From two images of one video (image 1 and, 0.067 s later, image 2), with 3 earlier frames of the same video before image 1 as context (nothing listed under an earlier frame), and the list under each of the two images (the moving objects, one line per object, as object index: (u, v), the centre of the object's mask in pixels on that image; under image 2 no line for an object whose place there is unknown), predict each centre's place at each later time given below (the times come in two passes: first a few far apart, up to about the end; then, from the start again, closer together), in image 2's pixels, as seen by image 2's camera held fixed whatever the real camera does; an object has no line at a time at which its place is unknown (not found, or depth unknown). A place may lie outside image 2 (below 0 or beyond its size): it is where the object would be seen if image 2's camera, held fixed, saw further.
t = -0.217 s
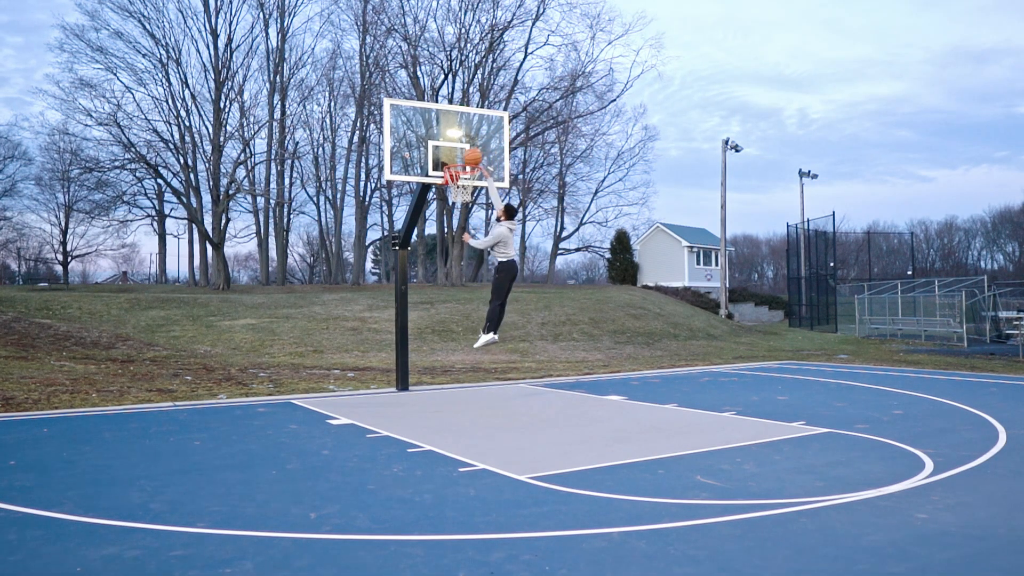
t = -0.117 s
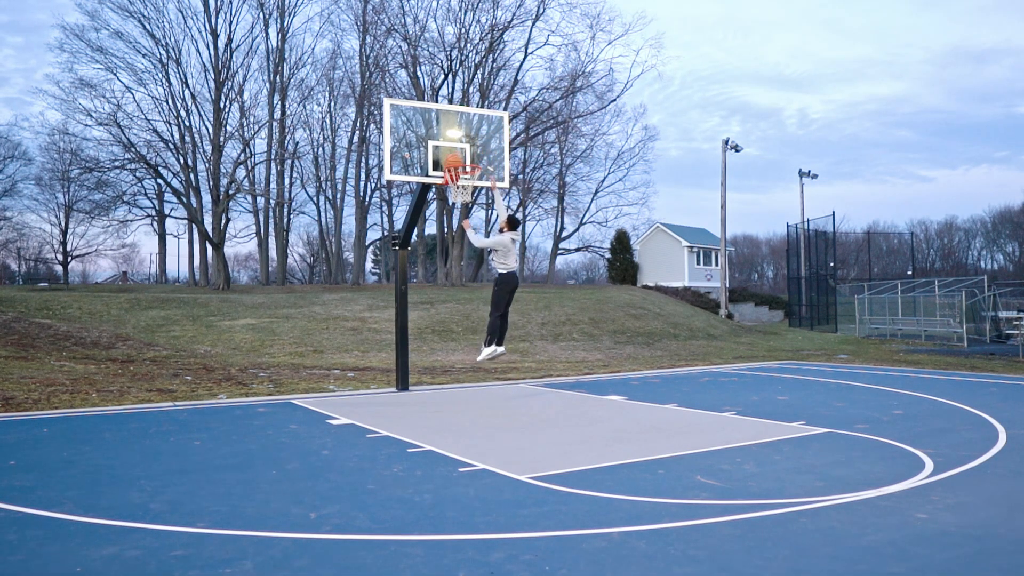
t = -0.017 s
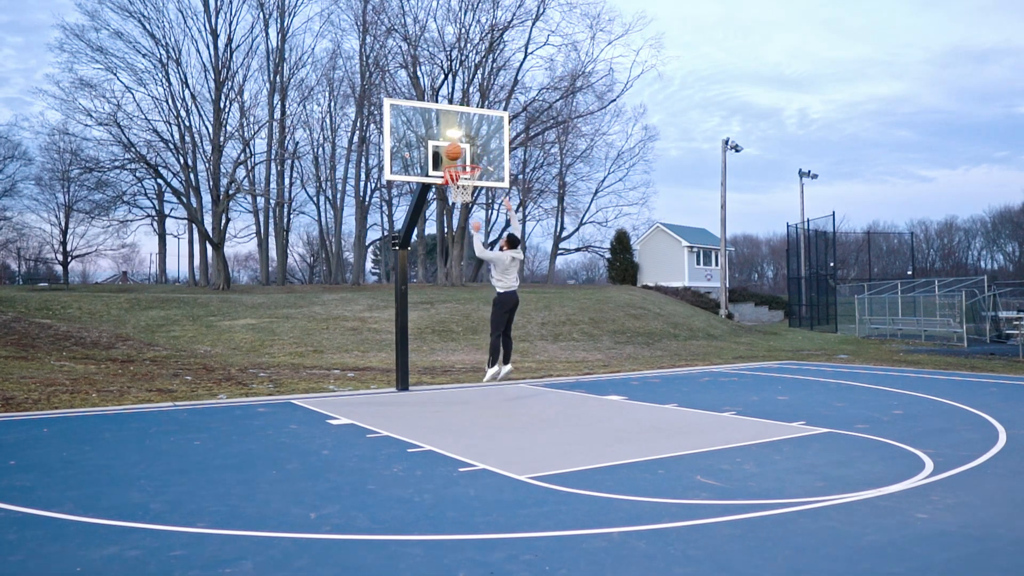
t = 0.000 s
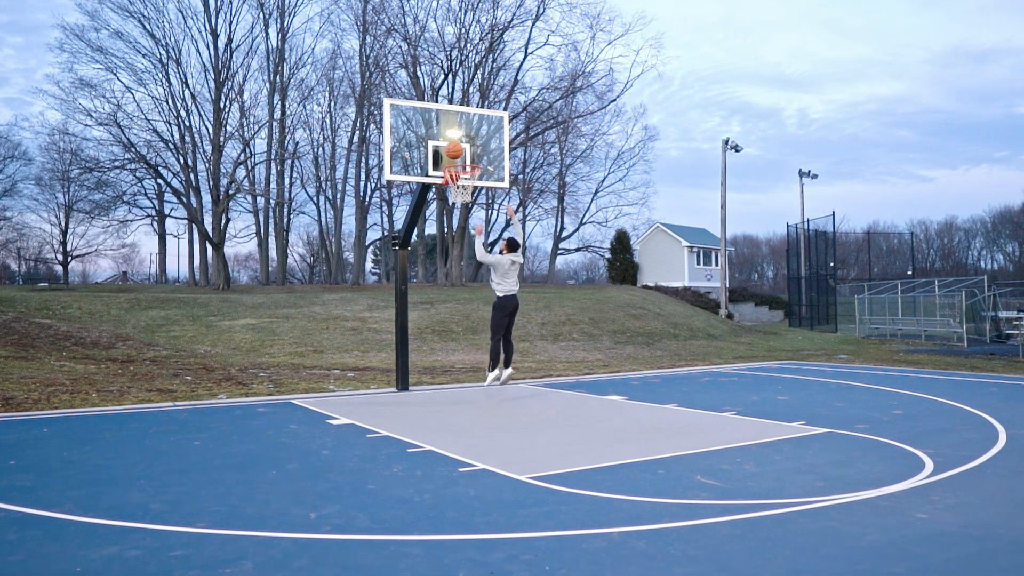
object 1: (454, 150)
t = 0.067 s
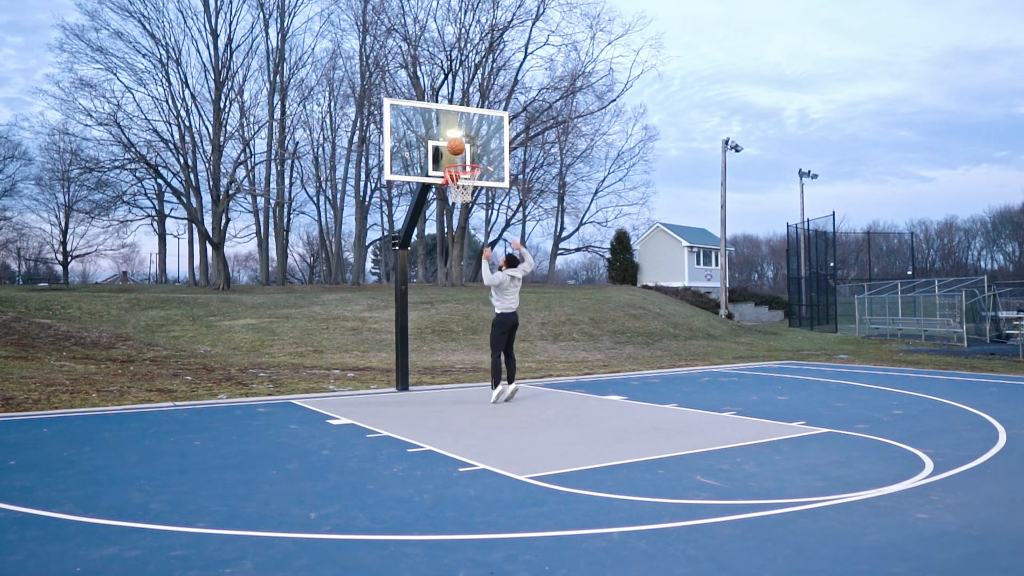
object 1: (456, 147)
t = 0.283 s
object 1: (462, 157)
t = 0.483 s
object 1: (468, 197)
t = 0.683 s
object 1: (467, 240)
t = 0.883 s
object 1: (466, 317)
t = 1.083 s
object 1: (465, 378)
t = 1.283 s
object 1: (456, 320)
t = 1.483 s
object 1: (447, 293)
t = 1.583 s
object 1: (443, 290)
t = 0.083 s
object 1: (456, 146)
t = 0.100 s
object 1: (456, 146)
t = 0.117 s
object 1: (457, 146)
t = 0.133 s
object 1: (458, 146)
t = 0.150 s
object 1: (458, 146)
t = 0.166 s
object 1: (458, 147)
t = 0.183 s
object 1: (459, 147)
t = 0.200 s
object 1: (460, 148)
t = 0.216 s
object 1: (460, 150)
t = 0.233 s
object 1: (461, 151)
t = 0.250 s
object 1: (461, 153)
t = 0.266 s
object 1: (462, 155)
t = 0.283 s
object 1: (462, 157)
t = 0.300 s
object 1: (463, 158)
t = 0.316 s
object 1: (464, 159)
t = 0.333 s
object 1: (465, 163)
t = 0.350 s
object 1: (465, 165)
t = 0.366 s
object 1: (467, 171)
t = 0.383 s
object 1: (467, 176)
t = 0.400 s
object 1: (467, 177)
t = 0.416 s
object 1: (466, 180)
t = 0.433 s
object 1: (467, 183)
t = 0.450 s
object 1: (467, 186)
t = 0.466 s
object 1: (468, 189)
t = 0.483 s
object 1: (468, 197)
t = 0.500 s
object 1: (467, 197)
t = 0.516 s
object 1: (467, 199)
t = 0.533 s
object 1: (467, 201)
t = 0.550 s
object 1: (468, 204)
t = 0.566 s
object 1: (467, 208)
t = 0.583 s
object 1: (467, 212)
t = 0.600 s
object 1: (467, 216)
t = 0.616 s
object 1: (467, 221)
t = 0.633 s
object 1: (467, 225)
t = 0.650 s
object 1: (467, 230)
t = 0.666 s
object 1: (466, 234)
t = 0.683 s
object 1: (467, 240)
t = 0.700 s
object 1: (467, 245)
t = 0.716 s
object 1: (467, 250)
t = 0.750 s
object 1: (466, 262)
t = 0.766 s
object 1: (466, 268)
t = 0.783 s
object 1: (466, 274)
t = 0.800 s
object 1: (466, 281)
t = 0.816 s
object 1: (467, 288)
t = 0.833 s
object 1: (467, 295)
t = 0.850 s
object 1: (467, 302)
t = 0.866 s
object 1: (467, 309)
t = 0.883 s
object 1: (466, 317)
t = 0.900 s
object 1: (467, 325)
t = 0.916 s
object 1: (467, 333)
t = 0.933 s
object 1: (467, 341)
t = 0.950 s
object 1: (467, 349)
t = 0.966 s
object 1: (467, 358)
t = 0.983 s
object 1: (467, 367)
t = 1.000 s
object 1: (467, 375)
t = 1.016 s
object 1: (468, 384)
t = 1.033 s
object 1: (468, 394)
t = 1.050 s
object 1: (467, 391)
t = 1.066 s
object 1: (466, 384)
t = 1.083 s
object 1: (465, 378)
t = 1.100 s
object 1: (464, 372)
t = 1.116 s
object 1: (464, 366)
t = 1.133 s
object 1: (463, 361)
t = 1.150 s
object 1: (462, 355)
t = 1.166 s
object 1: (461, 350)
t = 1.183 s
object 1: (460, 345)
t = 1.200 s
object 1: (460, 340)
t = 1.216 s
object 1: (459, 336)
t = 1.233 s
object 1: (458, 331)
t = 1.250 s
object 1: (458, 327)
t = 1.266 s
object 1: (457, 324)
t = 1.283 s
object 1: (456, 320)
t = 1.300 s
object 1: (455, 316)
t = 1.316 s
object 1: (454, 313)
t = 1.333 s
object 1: (454, 310)
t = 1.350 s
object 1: (453, 307)
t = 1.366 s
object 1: (452, 305)
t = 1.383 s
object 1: (452, 303)
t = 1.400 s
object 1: (451, 300)
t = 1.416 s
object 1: (450, 298)
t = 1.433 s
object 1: (449, 297)
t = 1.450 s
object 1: (449, 295)
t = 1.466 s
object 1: (448, 294)
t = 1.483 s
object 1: (447, 293)
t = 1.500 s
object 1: (446, 292)
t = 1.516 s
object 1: (445, 291)
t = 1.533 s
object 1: (445, 291)
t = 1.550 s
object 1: (444, 290)
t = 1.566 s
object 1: (443, 290)
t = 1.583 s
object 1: (443, 290)
